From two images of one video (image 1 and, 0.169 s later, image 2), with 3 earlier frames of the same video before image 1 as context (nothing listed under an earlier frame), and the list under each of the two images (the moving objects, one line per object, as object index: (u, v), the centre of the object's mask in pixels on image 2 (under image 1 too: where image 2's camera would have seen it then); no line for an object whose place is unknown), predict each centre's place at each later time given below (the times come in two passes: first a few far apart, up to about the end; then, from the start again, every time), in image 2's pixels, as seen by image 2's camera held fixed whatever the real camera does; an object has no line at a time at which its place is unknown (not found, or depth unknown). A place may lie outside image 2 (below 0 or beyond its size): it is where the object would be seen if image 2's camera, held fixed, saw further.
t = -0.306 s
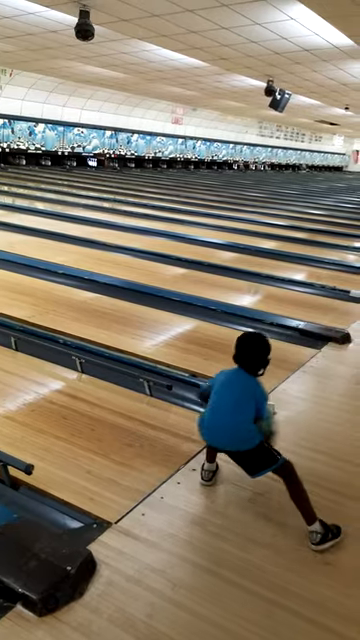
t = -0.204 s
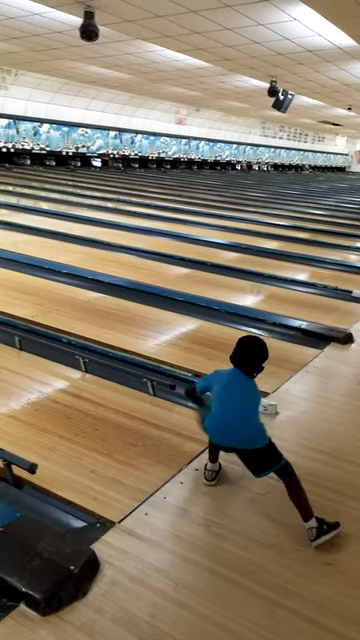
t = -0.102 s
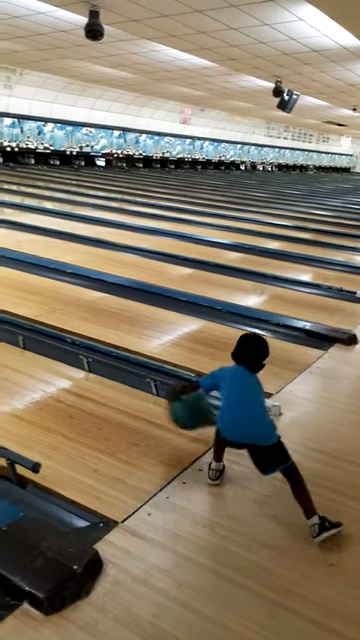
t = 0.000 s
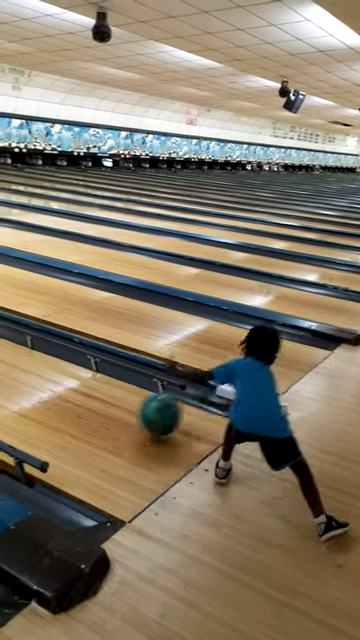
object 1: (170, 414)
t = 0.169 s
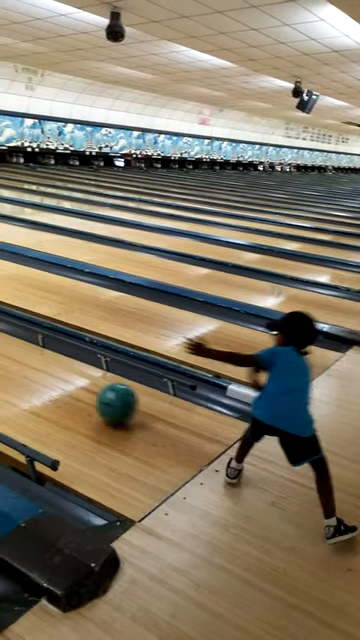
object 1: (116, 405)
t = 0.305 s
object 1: (76, 394)
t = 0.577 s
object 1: (7, 375)
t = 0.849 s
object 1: (-53, 357)
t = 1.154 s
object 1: (-114, 341)
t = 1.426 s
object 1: (-162, 328)
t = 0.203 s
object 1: (106, 403)
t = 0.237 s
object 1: (96, 400)
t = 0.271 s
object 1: (87, 397)
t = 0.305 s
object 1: (76, 394)
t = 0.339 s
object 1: (67, 392)
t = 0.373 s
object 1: (58, 390)
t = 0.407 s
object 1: (49, 387)
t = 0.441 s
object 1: (40, 384)
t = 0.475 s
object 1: (32, 382)
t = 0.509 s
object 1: (23, 380)
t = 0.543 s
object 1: (14, 377)
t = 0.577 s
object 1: (7, 375)
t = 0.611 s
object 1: (-1, 373)
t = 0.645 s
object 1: (-9, 370)
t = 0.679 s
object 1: (-17, 367)
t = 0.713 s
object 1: (-24, 365)
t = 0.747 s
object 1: (-32, 363)
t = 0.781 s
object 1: (-39, 361)
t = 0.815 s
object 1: (-46, 359)
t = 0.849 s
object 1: (-53, 357)
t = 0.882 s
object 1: (-61, 355)
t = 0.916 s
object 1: (-68, 353)
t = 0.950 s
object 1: (-75, 351)
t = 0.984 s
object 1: (-81, 349)
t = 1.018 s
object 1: (-88, 348)
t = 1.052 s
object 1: (-94, 346)
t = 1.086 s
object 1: (-101, 344)
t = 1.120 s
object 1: (-108, 342)
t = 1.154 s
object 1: (-114, 341)
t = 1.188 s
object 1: (-121, 339)
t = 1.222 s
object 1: (-127, 337)
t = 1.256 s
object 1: (-133, 336)
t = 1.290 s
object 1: (-139, 334)
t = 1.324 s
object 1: (-145, 332)
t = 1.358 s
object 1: (-150, 331)
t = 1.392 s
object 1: (-156, 330)
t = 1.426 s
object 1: (-162, 328)
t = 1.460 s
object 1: (-167, 326)
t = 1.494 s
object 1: (-172, 324)
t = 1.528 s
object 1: (-178, 322)
